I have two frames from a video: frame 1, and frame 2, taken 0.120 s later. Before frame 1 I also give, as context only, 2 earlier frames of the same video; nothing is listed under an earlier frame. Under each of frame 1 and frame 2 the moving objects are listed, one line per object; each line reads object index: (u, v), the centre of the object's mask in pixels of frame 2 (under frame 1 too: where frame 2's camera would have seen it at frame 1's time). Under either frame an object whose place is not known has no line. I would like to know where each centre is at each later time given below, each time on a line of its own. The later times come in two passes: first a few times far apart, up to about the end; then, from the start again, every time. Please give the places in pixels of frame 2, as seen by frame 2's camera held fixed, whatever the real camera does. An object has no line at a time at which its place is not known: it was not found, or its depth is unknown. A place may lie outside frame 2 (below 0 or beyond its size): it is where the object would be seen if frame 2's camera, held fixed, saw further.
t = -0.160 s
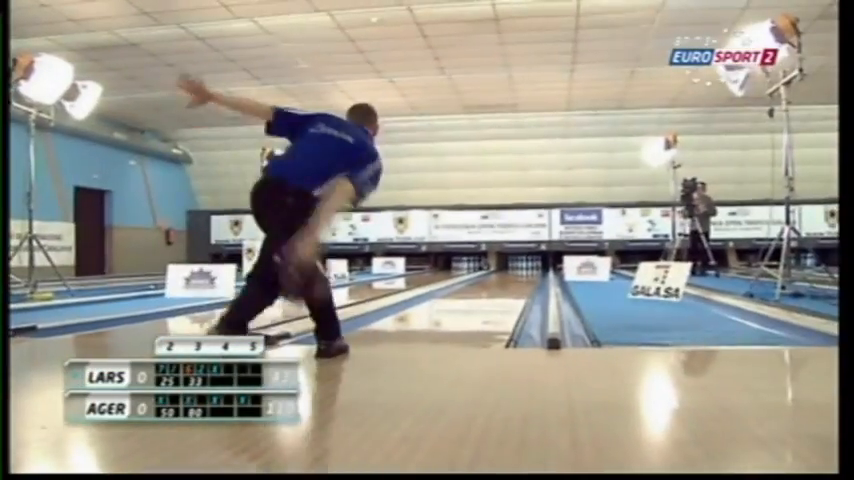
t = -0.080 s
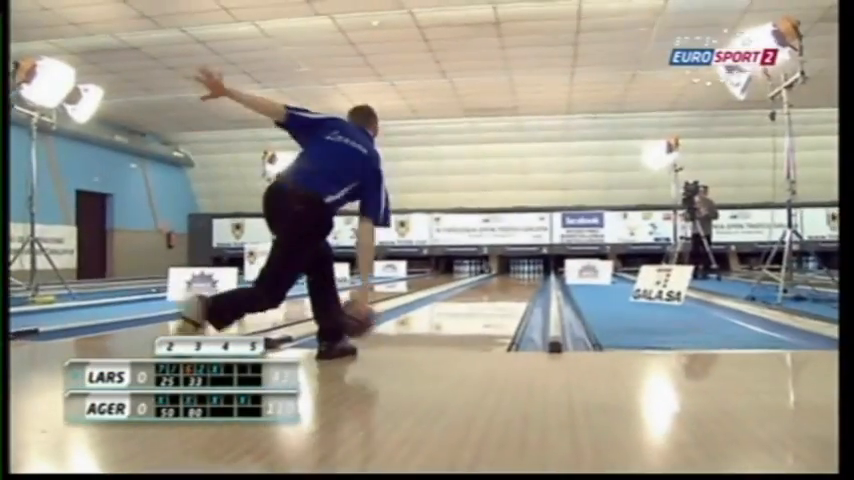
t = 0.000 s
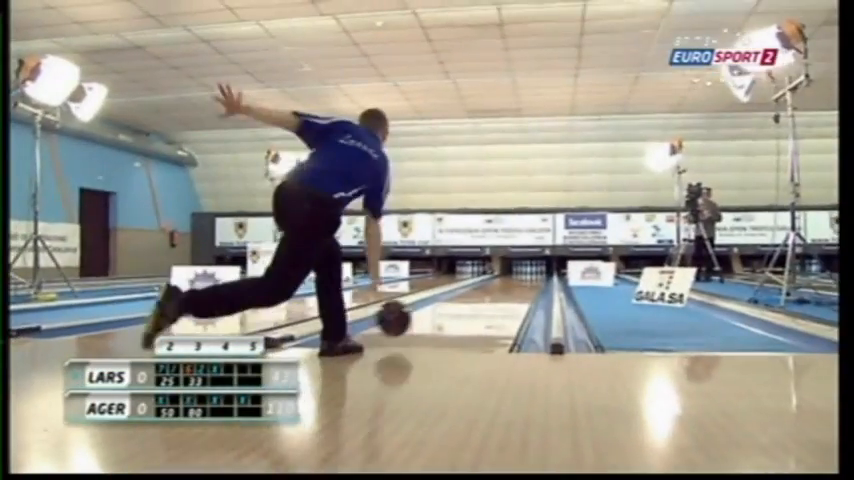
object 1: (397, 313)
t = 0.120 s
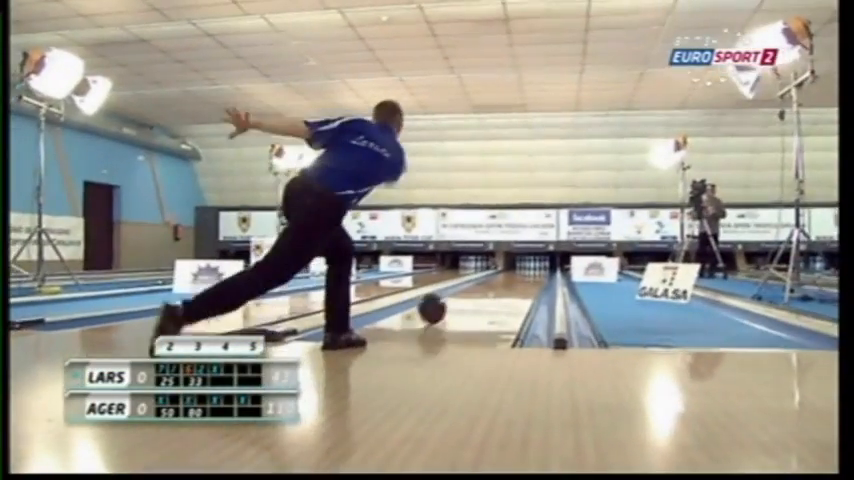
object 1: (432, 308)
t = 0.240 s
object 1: (457, 301)
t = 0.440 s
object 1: (484, 290)
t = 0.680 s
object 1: (503, 283)
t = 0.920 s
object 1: (518, 282)
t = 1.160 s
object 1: (531, 277)
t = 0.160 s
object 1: (441, 305)
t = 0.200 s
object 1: (449, 302)
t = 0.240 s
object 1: (457, 301)
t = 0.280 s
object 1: (463, 298)
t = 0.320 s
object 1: (471, 295)
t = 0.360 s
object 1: (476, 294)
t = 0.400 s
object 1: (480, 292)
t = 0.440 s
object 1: (484, 290)
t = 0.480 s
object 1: (488, 288)
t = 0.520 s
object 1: (491, 288)
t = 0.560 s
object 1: (494, 286)
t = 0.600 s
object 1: (497, 285)
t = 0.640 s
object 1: (500, 285)
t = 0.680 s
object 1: (503, 283)
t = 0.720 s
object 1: (506, 283)
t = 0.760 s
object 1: (508, 282)
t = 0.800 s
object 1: (511, 281)
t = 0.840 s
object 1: (513, 282)
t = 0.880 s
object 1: (515, 281)
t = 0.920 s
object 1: (518, 282)
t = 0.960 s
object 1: (519, 281)
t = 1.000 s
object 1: (521, 280)
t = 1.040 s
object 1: (523, 279)
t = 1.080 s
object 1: (526, 279)
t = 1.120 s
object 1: (529, 278)
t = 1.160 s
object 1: (531, 277)
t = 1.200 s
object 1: (533, 277)
